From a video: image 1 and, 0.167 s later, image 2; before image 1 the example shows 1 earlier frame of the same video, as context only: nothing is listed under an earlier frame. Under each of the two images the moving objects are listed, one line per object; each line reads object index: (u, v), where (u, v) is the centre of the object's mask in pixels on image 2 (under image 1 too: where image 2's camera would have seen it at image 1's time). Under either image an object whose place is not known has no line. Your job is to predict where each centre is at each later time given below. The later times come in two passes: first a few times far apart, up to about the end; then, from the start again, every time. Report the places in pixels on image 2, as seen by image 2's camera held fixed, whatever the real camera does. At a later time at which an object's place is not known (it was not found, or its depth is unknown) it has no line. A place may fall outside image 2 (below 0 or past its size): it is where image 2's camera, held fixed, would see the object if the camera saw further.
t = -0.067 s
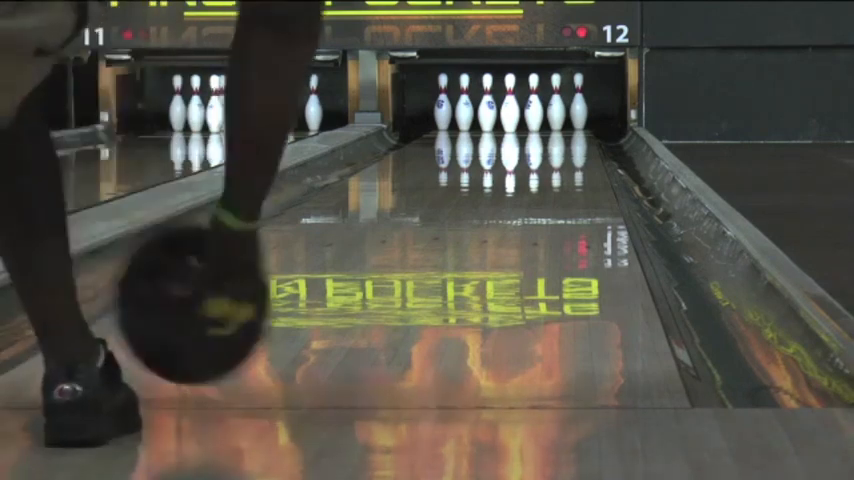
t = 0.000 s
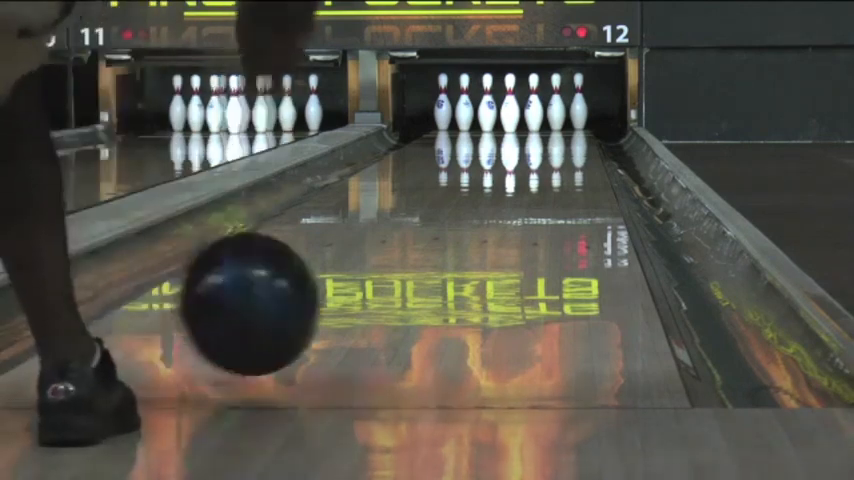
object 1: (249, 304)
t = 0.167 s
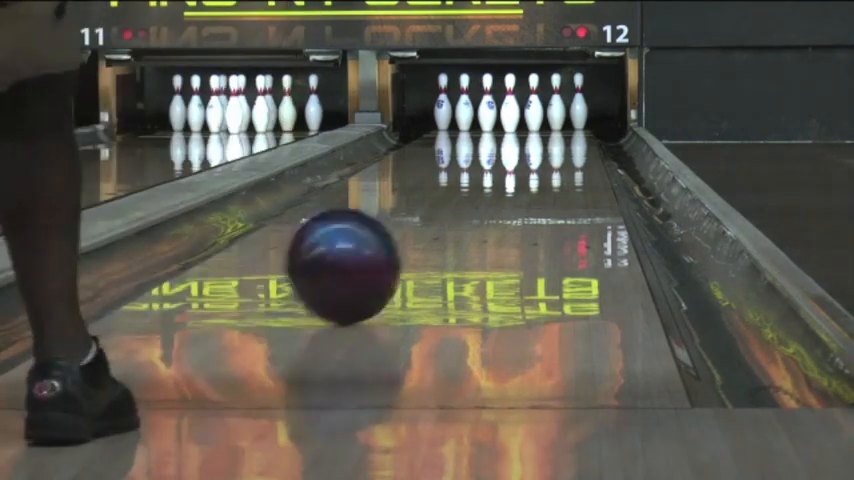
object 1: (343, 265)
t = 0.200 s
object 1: (358, 258)
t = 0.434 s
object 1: (433, 217)
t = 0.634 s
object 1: (476, 192)
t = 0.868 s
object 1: (510, 172)
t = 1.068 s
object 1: (530, 160)
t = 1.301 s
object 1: (546, 148)
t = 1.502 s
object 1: (556, 139)
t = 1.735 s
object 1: (562, 131)
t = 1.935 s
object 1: (559, 126)
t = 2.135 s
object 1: (547, 122)
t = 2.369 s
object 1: (525, 117)
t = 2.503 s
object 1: (517, 116)
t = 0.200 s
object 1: (358, 258)
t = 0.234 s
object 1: (371, 250)
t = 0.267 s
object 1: (383, 243)
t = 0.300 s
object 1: (394, 237)
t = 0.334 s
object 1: (406, 231)
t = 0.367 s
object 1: (415, 226)
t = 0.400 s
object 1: (425, 221)
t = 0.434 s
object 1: (433, 217)
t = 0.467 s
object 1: (442, 212)
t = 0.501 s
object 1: (449, 208)
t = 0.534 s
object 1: (456, 205)
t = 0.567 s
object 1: (463, 201)
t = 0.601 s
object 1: (470, 197)
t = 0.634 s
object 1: (476, 192)
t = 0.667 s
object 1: (482, 189)
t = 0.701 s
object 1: (486, 186)
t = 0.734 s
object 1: (491, 183)
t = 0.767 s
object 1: (496, 180)
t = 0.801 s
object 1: (502, 178)
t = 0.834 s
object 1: (506, 175)
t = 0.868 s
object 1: (510, 172)
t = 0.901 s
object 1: (513, 170)
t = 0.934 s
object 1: (517, 168)
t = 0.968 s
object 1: (521, 165)
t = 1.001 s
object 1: (524, 163)
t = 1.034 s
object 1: (527, 162)
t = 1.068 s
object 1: (530, 160)
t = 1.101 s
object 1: (533, 158)
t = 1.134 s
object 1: (536, 156)
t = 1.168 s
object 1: (538, 154)
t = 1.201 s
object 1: (540, 152)
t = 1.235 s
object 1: (542, 151)
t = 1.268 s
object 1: (543, 150)
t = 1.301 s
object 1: (546, 148)
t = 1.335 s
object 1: (549, 146)
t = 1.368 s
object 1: (551, 145)
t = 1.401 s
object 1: (552, 143)
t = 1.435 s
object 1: (554, 142)
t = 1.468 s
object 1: (555, 140)
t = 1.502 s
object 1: (556, 139)
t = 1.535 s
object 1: (558, 138)
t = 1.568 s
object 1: (559, 137)
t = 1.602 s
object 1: (560, 136)
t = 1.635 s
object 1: (561, 135)
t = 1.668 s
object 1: (561, 134)
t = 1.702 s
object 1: (561, 132)
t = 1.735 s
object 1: (562, 131)
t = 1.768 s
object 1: (561, 130)
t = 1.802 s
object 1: (562, 129)
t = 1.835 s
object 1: (561, 128)
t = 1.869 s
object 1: (560, 127)
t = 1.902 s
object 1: (559, 126)
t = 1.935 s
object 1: (559, 126)
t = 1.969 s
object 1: (557, 125)
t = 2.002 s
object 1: (555, 124)
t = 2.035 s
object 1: (553, 123)
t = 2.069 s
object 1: (551, 123)
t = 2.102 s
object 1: (549, 122)
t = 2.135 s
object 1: (547, 122)
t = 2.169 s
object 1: (544, 121)
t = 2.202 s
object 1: (541, 120)
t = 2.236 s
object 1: (538, 120)
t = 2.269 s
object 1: (535, 119)
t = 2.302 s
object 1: (532, 119)
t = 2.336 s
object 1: (529, 118)
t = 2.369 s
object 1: (525, 117)
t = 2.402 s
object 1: (521, 117)
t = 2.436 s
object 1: (518, 116)
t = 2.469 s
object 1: (518, 116)
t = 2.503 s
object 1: (517, 116)
